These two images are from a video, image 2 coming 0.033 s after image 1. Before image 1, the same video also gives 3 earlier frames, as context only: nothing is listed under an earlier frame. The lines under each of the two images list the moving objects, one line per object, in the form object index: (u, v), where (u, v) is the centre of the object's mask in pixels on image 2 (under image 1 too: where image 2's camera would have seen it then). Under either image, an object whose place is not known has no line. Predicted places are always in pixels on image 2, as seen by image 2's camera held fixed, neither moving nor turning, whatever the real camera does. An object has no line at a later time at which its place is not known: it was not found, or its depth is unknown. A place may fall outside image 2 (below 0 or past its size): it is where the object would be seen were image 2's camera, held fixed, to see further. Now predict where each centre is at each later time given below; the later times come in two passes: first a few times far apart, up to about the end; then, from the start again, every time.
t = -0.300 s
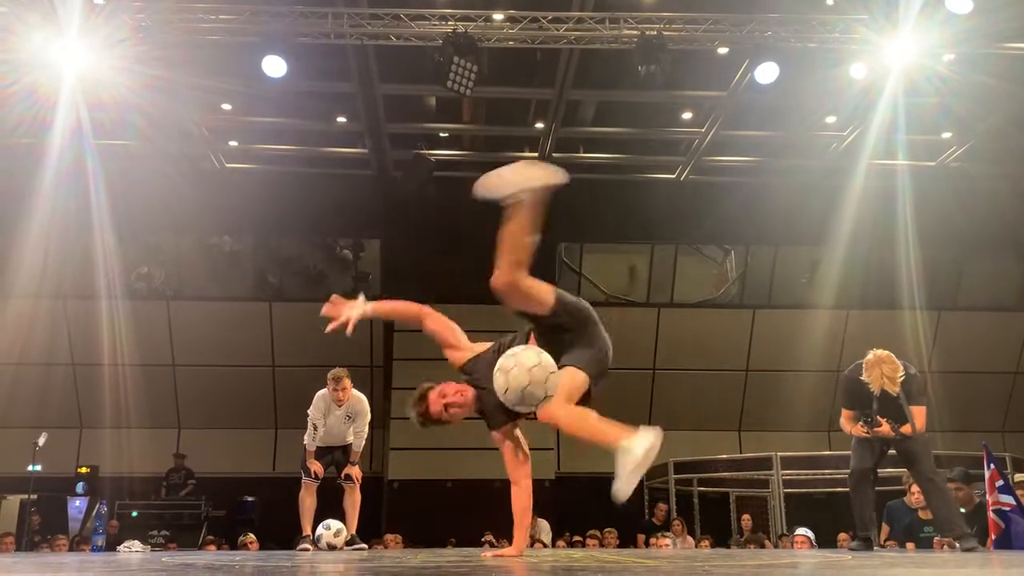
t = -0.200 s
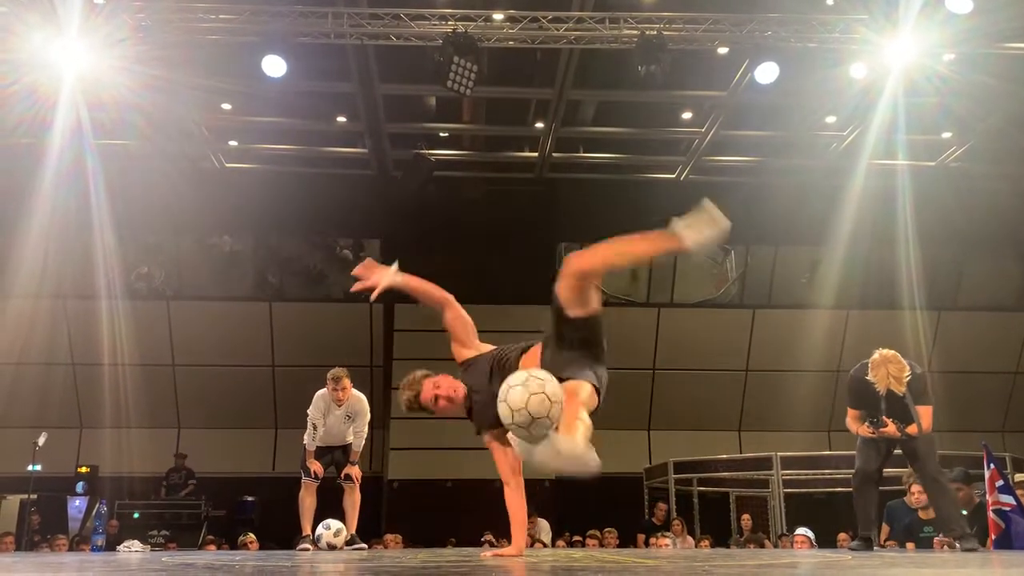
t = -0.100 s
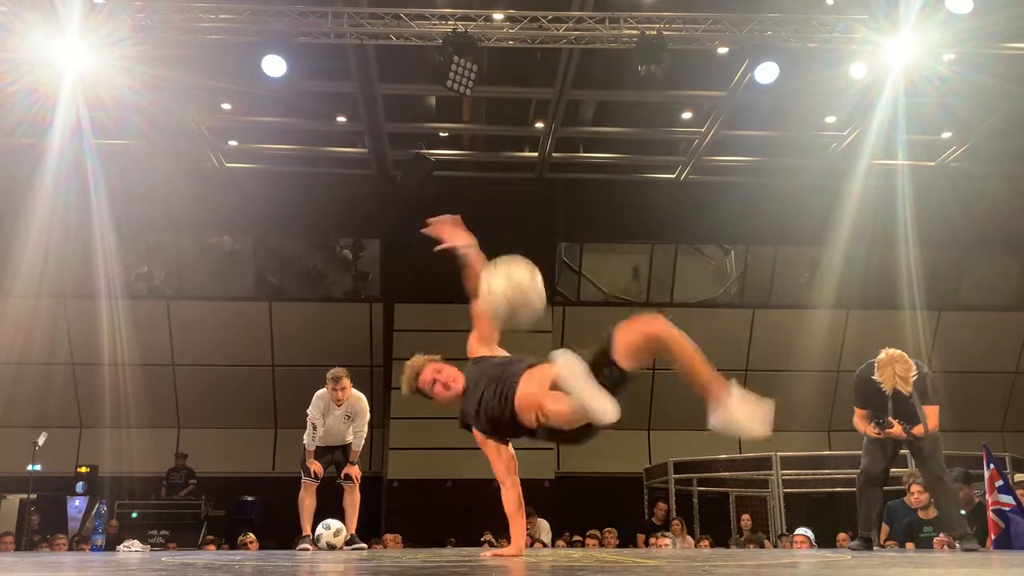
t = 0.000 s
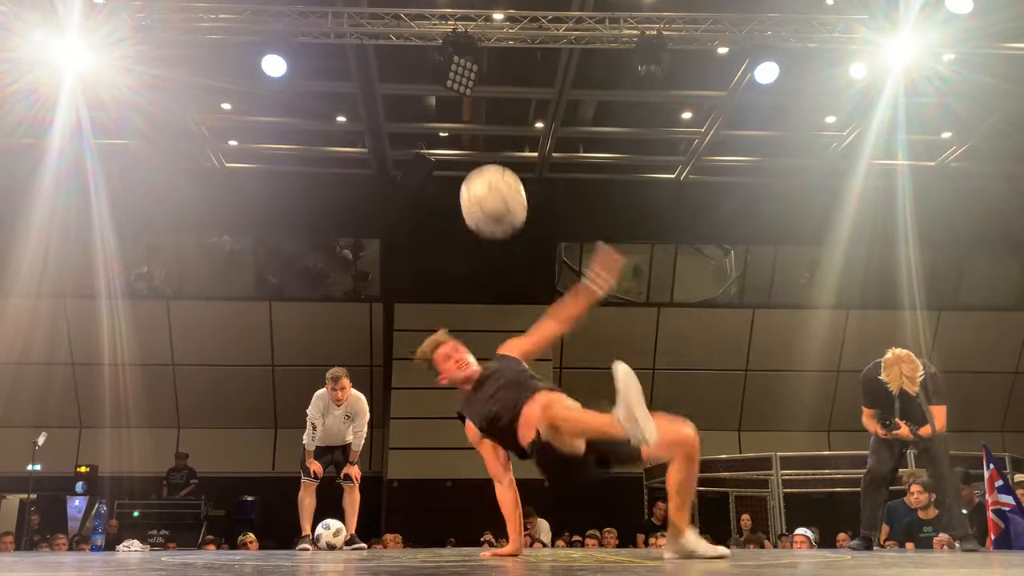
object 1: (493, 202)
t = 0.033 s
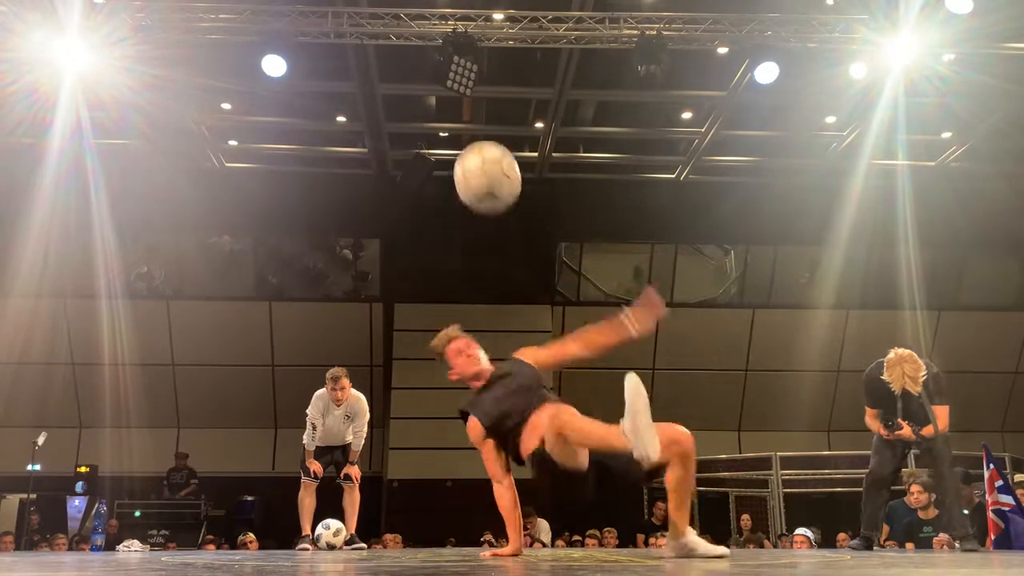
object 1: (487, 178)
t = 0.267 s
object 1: (446, 91)
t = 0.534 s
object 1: (391, 178)
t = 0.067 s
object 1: (481, 156)
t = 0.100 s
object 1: (475, 138)
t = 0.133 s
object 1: (469, 122)
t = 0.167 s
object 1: (464, 111)
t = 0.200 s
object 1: (458, 100)
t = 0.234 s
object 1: (452, 94)
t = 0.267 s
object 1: (446, 91)
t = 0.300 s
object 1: (440, 91)
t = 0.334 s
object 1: (433, 93)
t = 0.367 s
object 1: (427, 99)
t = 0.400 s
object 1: (420, 108)
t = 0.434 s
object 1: (413, 120)
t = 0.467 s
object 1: (406, 136)
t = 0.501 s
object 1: (398, 155)
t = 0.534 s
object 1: (391, 178)
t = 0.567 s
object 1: (383, 205)
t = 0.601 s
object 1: (374, 236)
